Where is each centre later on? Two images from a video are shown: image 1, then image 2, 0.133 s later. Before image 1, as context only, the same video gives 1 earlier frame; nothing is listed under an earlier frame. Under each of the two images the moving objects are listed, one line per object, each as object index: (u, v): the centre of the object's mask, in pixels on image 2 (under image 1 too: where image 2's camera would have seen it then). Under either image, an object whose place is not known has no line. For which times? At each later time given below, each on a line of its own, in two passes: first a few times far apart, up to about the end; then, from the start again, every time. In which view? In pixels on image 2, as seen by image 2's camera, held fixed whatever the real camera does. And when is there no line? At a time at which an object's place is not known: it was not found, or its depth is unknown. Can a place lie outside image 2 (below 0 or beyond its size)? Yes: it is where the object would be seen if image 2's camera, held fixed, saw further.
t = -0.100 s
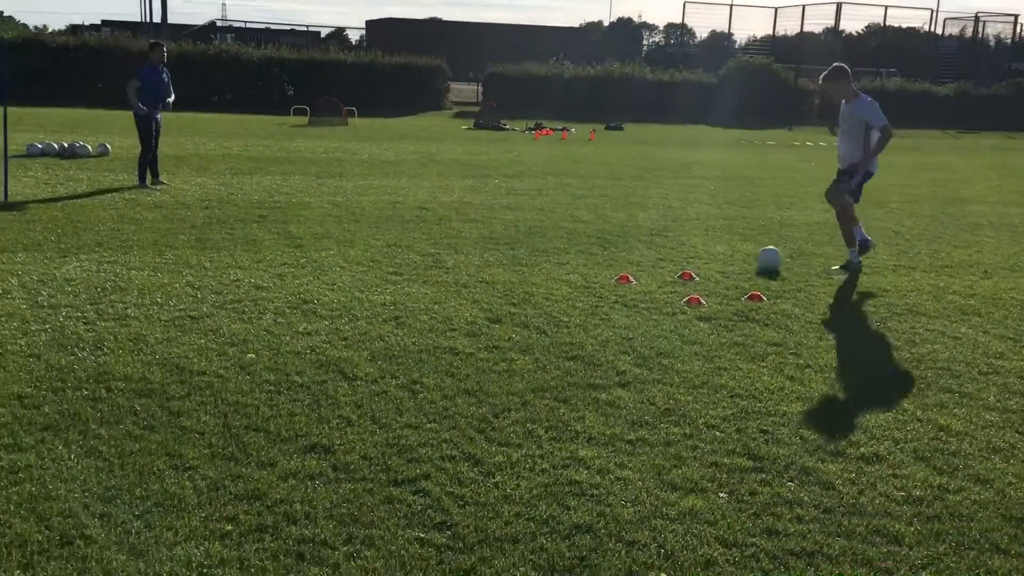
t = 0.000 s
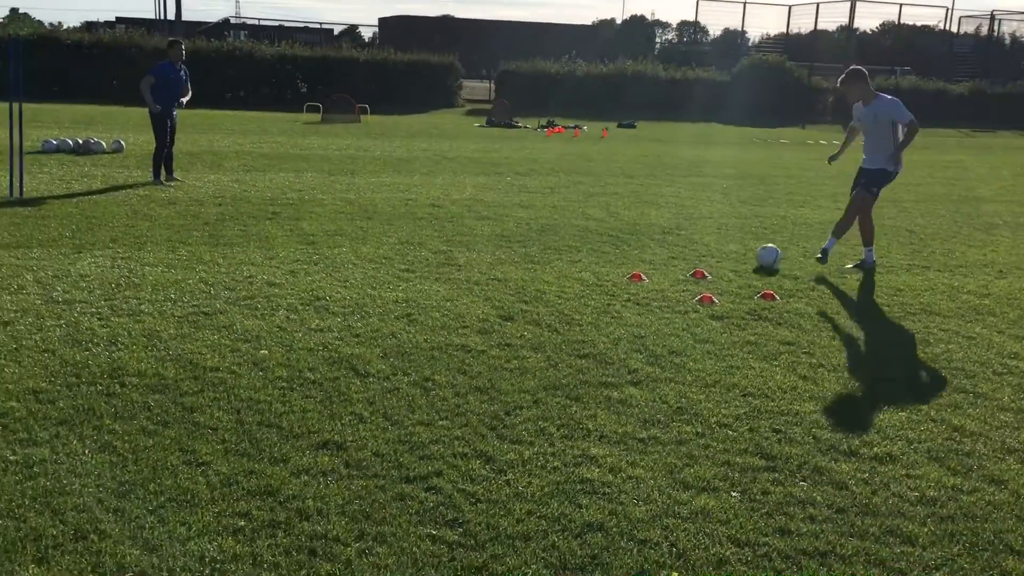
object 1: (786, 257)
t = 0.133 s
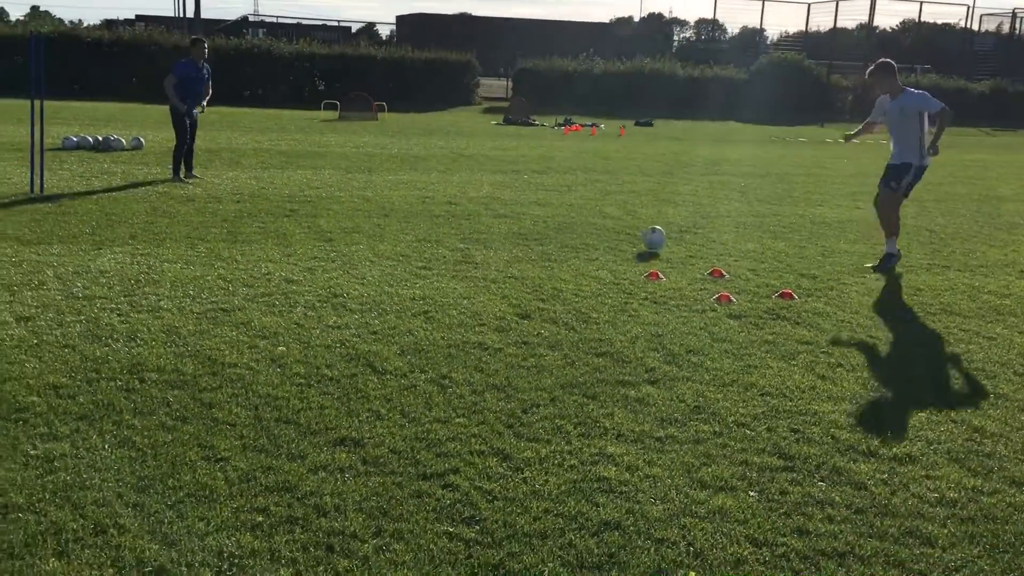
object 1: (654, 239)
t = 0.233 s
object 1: (573, 230)
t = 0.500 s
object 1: (418, 215)
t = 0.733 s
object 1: (316, 200)
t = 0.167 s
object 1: (623, 238)
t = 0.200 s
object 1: (595, 237)
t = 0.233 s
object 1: (573, 230)
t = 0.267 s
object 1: (552, 223)
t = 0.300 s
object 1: (532, 218)
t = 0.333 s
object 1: (513, 215)
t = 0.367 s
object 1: (493, 213)
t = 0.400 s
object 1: (473, 212)
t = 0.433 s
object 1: (454, 212)
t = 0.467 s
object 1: (436, 213)
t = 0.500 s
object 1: (418, 215)
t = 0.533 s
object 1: (403, 213)
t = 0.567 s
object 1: (388, 210)
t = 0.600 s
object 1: (372, 208)
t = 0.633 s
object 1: (358, 207)
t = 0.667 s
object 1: (343, 205)
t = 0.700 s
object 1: (329, 203)
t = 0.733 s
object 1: (316, 200)
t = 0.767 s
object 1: (303, 198)
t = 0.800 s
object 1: (291, 197)
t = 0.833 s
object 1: (278, 197)
